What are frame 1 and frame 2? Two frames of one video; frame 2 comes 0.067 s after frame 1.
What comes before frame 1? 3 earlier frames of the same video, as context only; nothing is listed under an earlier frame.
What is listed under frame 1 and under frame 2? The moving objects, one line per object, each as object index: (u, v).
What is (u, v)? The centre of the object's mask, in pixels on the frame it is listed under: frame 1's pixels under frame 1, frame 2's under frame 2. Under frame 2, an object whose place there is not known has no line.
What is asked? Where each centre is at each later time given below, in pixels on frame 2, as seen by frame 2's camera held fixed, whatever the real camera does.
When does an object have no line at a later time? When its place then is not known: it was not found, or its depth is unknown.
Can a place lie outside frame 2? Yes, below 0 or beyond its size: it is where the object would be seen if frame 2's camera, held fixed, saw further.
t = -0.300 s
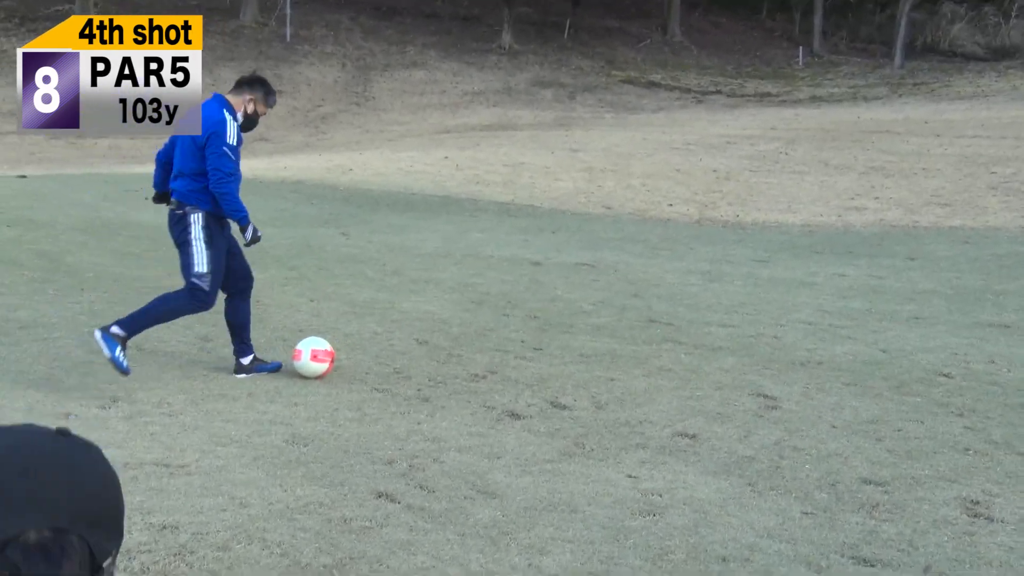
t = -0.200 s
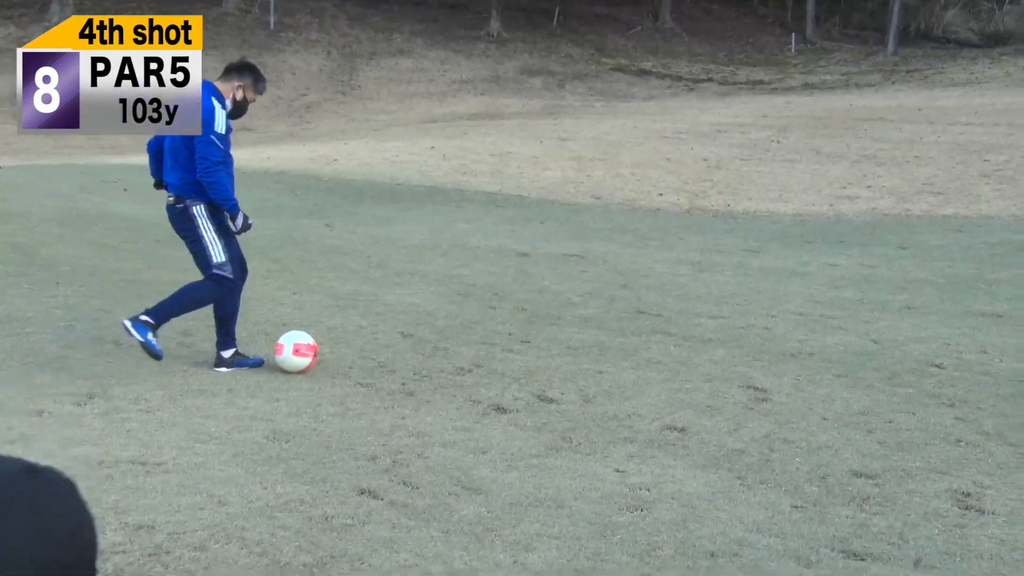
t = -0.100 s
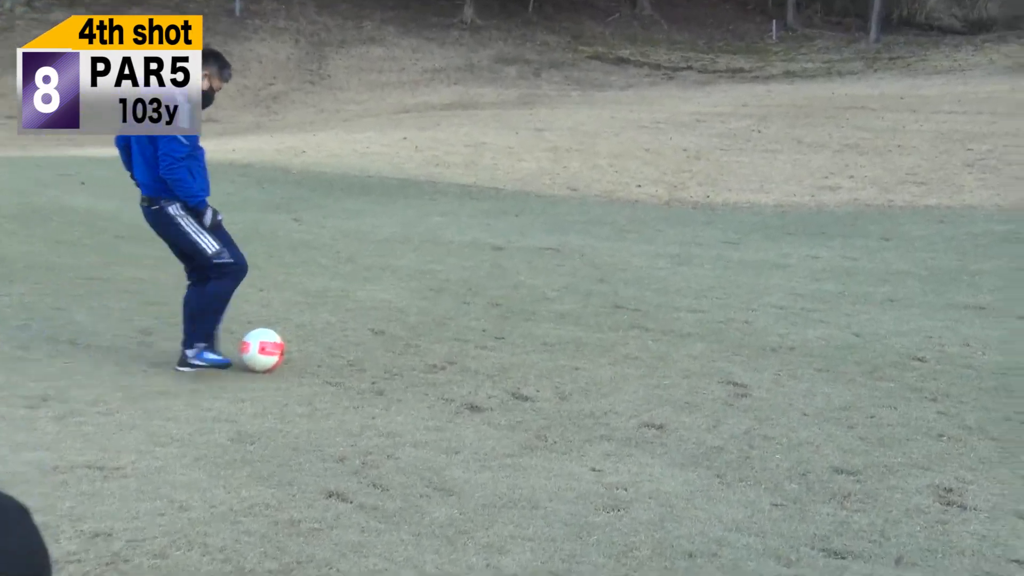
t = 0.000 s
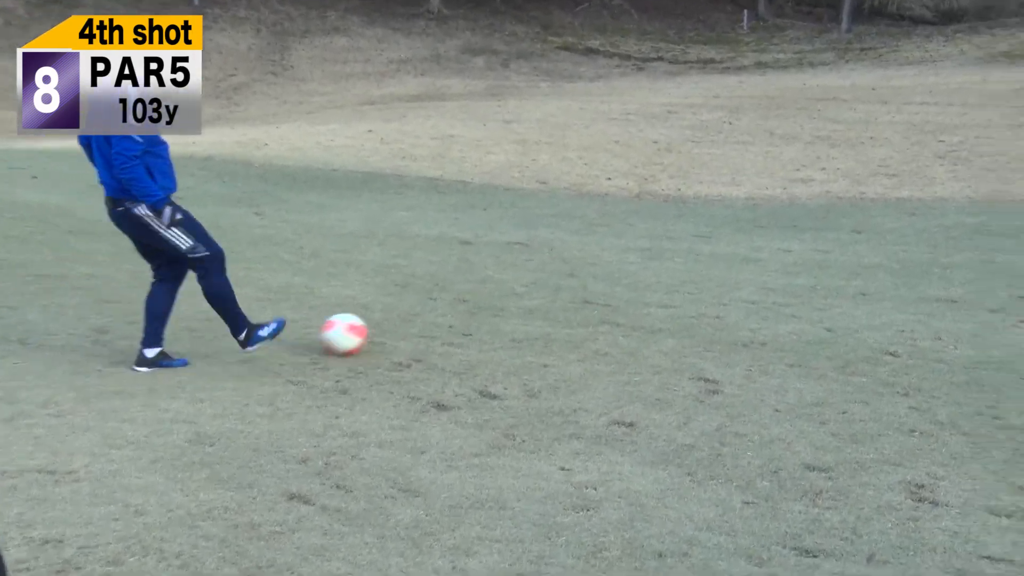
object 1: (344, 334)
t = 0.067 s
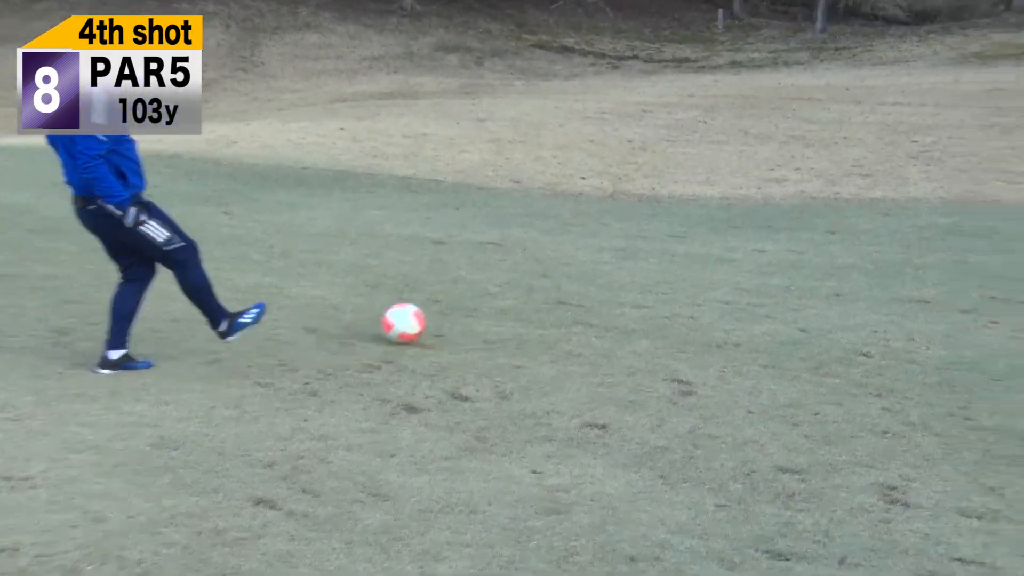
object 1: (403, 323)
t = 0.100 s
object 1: (442, 318)
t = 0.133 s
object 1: (479, 314)
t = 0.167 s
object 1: (513, 312)
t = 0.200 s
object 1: (545, 306)
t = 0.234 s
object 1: (575, 302)
